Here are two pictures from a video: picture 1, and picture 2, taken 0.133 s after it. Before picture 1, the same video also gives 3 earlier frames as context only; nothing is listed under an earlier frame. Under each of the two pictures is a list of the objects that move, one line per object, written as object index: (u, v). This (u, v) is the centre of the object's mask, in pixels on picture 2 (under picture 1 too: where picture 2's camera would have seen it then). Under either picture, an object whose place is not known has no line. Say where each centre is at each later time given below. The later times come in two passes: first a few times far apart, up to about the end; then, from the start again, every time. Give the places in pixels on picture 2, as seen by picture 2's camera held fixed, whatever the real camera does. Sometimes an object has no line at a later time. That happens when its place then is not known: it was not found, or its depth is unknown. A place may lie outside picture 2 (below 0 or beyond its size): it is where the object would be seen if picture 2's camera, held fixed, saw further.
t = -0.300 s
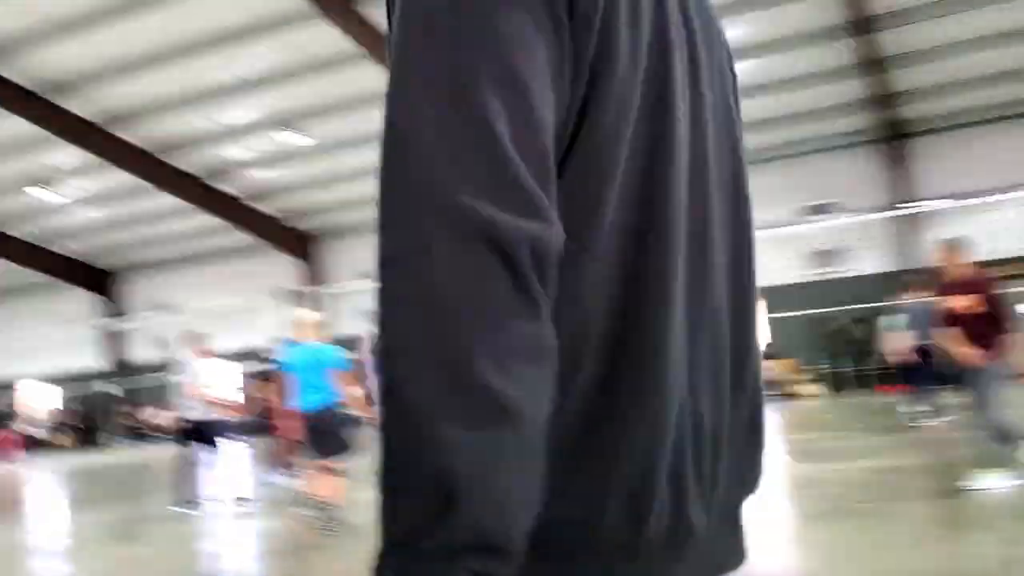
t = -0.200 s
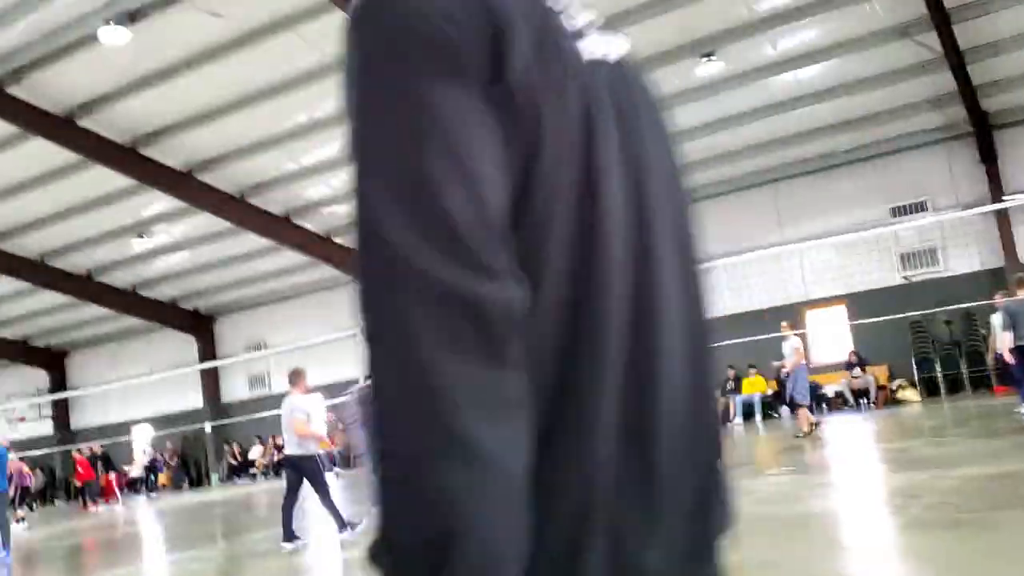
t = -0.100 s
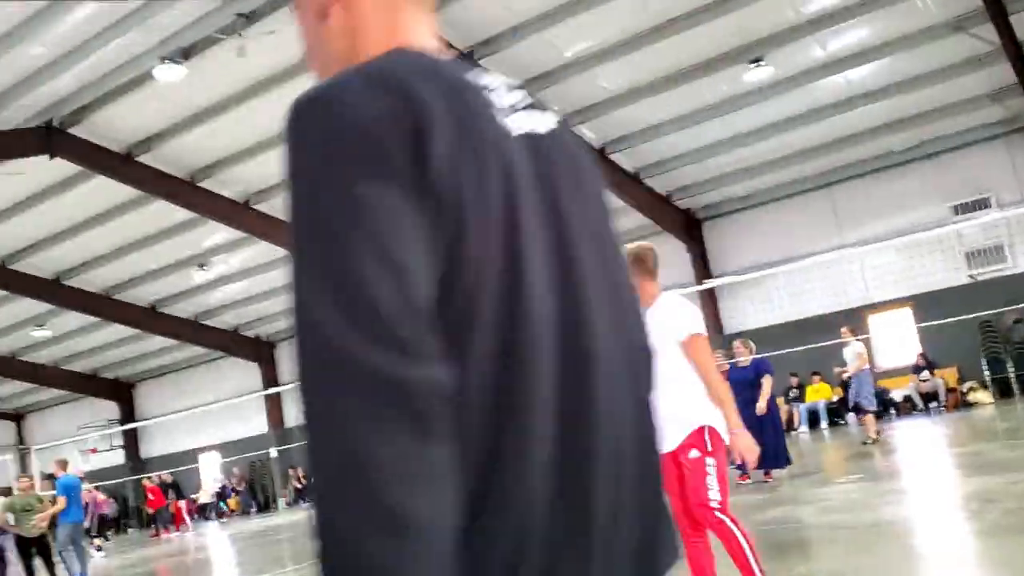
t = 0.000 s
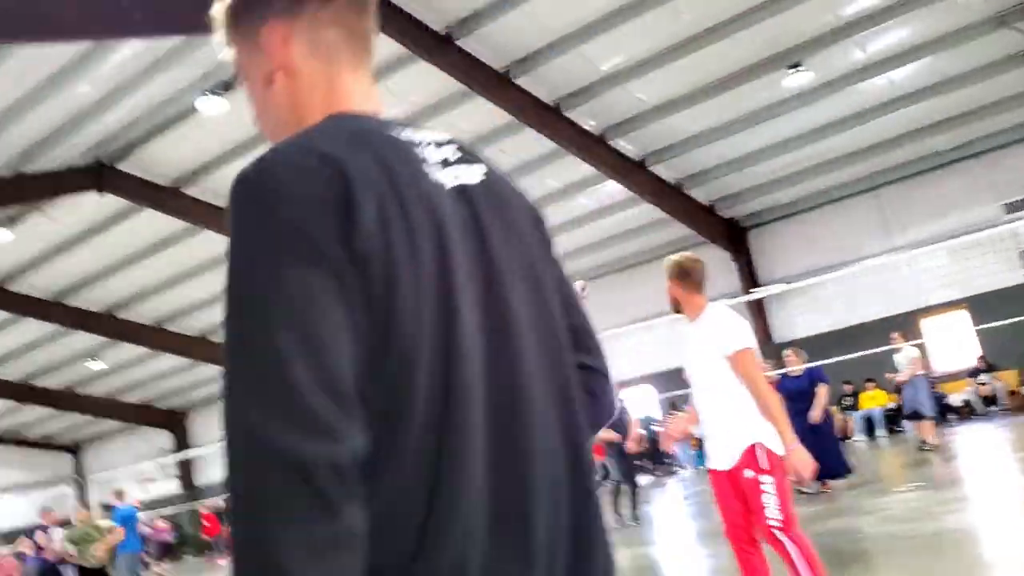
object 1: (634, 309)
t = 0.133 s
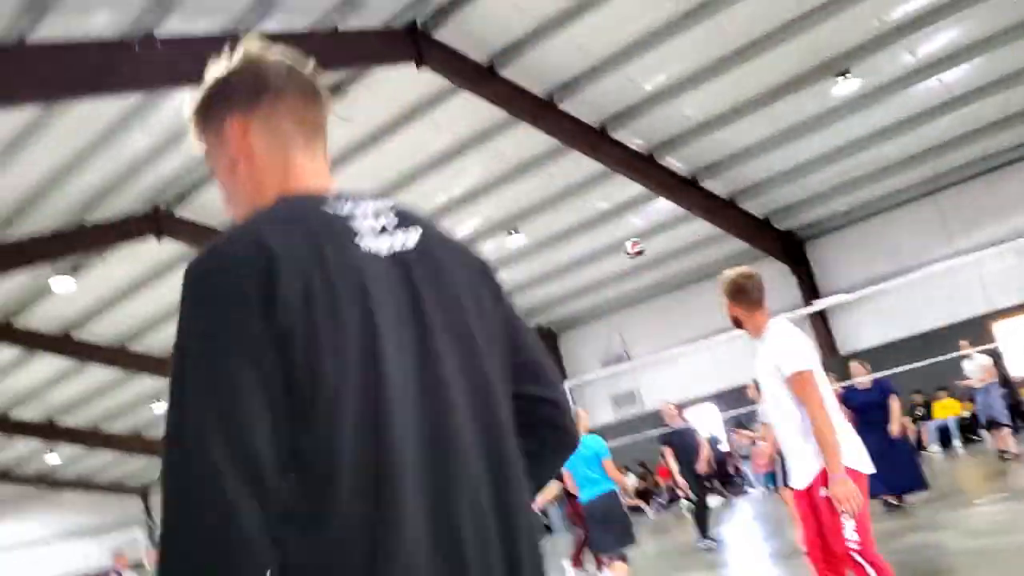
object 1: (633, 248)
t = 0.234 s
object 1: (637, 208)
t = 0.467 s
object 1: (656, 139)
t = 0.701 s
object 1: (700, 121)
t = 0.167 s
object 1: (636, 234)
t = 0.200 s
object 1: (637, 221)
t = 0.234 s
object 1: (637, 208)
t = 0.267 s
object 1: (639, 195)
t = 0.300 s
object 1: (641, 183)
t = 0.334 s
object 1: (643, 174)
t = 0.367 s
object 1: (646, 165)
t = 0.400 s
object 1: (649, 155)
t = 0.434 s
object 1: (651, 148)
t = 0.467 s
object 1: (656, 139)
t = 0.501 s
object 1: (661, 134)
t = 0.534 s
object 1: (665, 128)
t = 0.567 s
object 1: (671, 124)
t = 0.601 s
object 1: (677, 121)
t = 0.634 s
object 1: (683, 120)
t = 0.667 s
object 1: (691, 119)
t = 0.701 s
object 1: (700, 121)
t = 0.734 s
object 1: (709, 122)
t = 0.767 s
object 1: (718, 127)
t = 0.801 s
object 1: (729, 132)
